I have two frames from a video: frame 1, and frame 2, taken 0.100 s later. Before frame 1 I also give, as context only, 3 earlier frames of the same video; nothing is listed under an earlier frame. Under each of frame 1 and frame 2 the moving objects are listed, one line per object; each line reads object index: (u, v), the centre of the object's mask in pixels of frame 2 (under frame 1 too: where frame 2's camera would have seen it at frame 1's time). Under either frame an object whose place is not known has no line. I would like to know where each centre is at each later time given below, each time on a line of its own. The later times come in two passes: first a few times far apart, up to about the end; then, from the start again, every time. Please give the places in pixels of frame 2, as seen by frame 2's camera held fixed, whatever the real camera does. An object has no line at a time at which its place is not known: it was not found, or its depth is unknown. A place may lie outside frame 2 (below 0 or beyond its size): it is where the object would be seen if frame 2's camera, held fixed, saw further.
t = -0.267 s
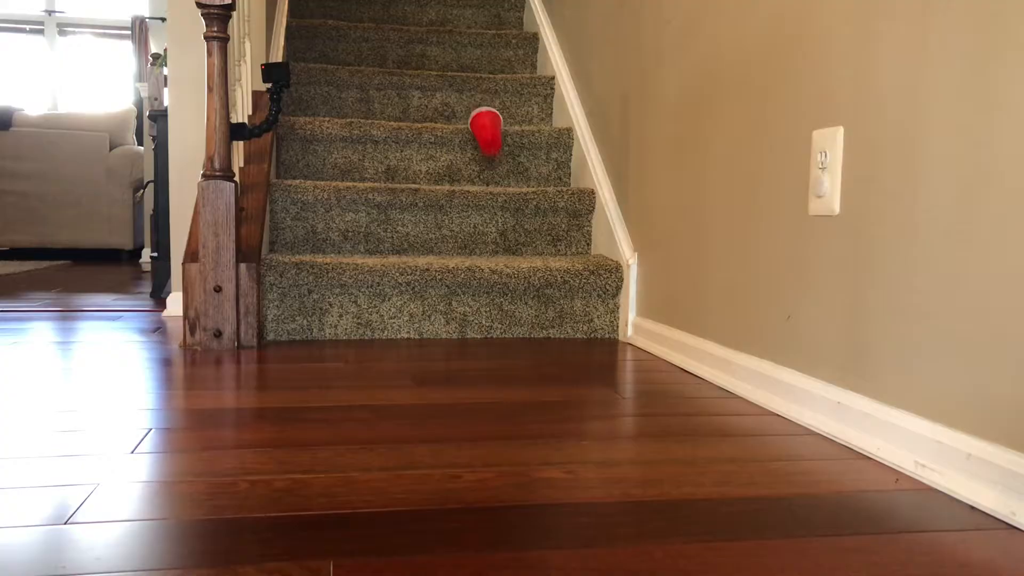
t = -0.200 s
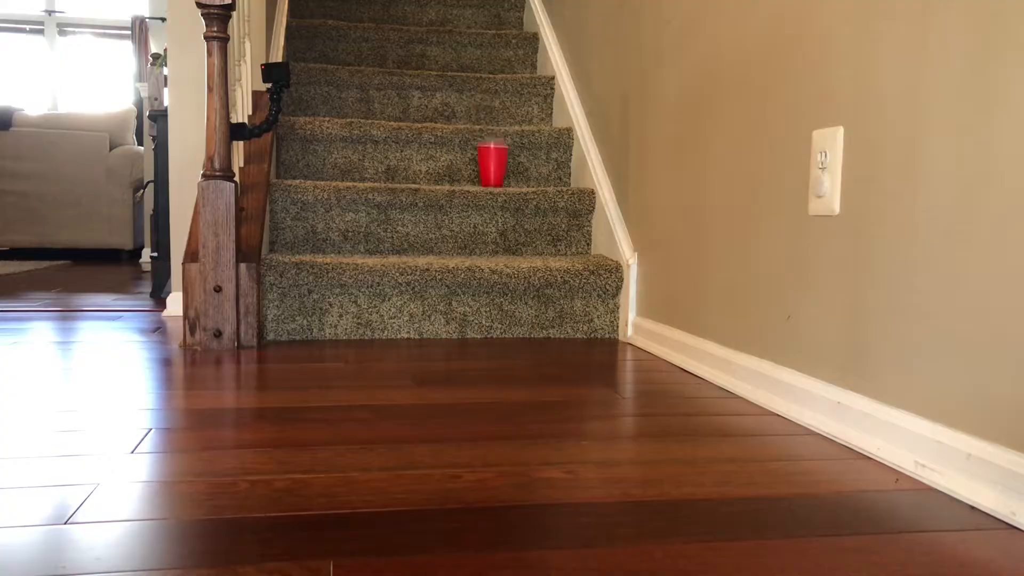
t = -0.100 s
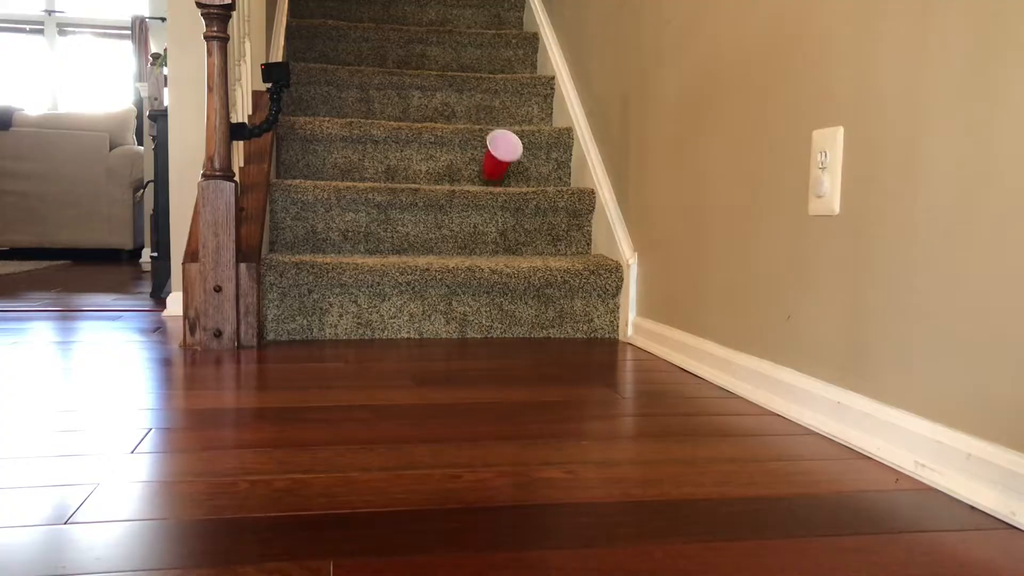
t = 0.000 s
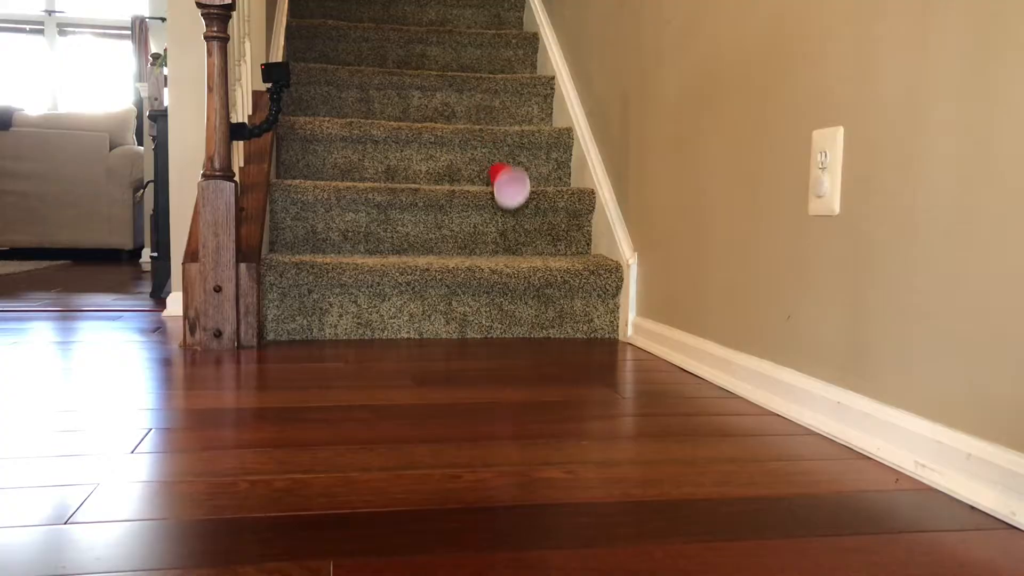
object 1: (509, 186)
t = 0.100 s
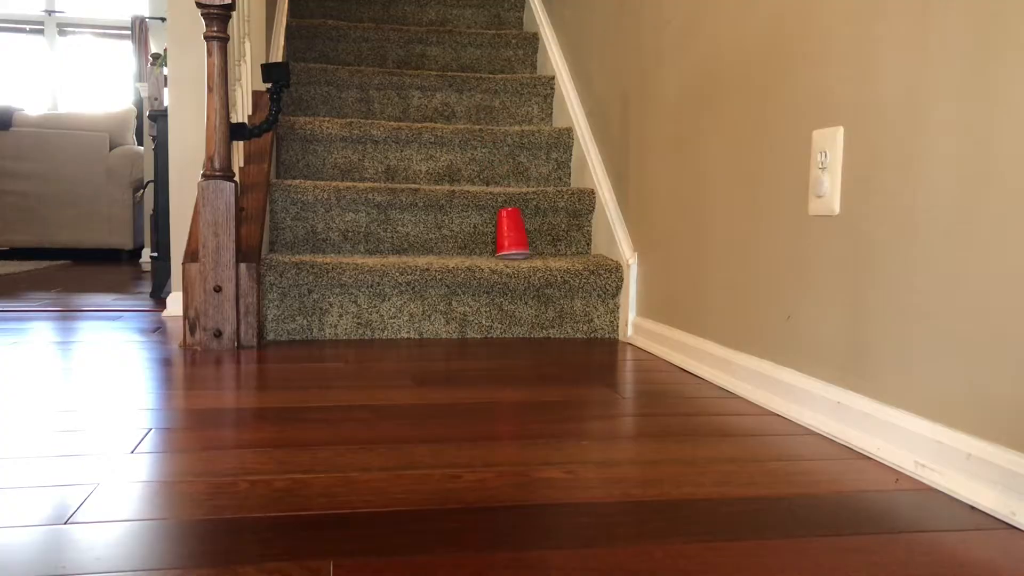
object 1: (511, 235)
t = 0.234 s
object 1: (525, 240)
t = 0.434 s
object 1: (562, 307)
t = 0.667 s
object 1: (603, 333)
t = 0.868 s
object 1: (650, 340)
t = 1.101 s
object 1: (704, 358)
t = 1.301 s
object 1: (742, 385)
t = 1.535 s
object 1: (762, 399)
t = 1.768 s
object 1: (763, 399)
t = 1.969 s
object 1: (763, 399)
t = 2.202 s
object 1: (763, 399)
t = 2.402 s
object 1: (763, 399)
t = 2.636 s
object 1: (763, 399)
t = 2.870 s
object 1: (763, 399)
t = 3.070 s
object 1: (763, 399)
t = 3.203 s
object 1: (763, 399)
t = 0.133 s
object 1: (515, 234)
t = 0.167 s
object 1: (519, 235)
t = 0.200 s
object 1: (522, 238)
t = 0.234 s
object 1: (525, 240)
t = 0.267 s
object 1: (532, 248)
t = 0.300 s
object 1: (537, 263)
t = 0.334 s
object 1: (541, 286)
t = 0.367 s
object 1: (546, 305)
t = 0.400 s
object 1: (554, 306)
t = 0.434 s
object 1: (562, 307)
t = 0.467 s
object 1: (565, 308)
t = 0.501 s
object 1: (570, 308)
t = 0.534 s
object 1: (576, 319)
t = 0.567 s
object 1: (581, 331)
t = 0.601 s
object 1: (585, 328)
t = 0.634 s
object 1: (595, 328)
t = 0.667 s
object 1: (603, 333)
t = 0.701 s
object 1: (611, 323)
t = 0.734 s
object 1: (618, 318)
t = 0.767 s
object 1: (626, 318)
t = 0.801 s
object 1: (633, 320)
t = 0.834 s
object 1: (641, 327)
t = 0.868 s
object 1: (650, 340)
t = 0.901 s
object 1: (661, 346)
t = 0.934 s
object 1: (672, 356)
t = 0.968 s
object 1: (676, 364)
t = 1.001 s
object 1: (683, 353)
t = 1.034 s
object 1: (690, 349)
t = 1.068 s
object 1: (697, 350)
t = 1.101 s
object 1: (704, 358)
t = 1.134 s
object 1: (710, 370)
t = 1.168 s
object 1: (717, 366)
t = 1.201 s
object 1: (723, 369)
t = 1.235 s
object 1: (730, 374)
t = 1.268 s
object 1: (735, 376)
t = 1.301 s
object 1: (742, 385)
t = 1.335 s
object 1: (747, 390)
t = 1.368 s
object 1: (750, 390)
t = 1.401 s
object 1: (753, 393)
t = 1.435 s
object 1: (756, 396)
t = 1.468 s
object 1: (759, 398)
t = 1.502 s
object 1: (761, 399)
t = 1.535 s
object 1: (762, 399)
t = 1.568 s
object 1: (763, 399)
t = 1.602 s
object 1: (763, 399)
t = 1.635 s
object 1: (763, 399)
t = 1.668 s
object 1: (763, 399)
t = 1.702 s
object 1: (763, 399)
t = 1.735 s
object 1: (763, 399)
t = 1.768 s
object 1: (763, 399)
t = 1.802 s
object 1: (763, 399)
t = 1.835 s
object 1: (763, 399)
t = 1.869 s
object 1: (763, 399)
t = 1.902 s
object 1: (763, 399)
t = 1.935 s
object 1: (763, 399)
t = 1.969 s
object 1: (763, 399)
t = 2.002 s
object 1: (763, 399)
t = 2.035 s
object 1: (763, 399)
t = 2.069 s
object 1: (763, 399)
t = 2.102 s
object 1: (763, 399)
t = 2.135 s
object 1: (763, 399)
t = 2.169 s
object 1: (763, 399)
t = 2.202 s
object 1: (763, 399)
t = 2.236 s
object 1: (763, 399)
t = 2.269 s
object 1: (763, 399)
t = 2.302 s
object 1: (763, 399)
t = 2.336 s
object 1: (763, 399)
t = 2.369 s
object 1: (763, 399)
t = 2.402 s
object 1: (763, 399)
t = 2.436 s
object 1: (763, 399)
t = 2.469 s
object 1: (763, 399)
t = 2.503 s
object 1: (763, 399)
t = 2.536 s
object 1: (763, 399)
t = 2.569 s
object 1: (763, 399)
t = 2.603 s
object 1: (763, 399)
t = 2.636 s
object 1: (763, 399)
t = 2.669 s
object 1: (763, 399)
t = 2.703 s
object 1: (763, 399)
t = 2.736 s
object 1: (763, 399)
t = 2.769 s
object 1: (763, 399)
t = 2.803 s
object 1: (763, 399)
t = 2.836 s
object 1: (763, 399)
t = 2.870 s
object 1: (763, 399)
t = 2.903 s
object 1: (763, 399)
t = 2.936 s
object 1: (763, 399)
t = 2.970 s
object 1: (763, 399)
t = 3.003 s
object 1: (763, 399)
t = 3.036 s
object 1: (763, 399)
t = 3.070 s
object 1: (763, 399)
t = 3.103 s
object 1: (763, 399)
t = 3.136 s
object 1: (763, 399)
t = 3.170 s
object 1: (763, 399)
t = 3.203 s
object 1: (763, 399)
